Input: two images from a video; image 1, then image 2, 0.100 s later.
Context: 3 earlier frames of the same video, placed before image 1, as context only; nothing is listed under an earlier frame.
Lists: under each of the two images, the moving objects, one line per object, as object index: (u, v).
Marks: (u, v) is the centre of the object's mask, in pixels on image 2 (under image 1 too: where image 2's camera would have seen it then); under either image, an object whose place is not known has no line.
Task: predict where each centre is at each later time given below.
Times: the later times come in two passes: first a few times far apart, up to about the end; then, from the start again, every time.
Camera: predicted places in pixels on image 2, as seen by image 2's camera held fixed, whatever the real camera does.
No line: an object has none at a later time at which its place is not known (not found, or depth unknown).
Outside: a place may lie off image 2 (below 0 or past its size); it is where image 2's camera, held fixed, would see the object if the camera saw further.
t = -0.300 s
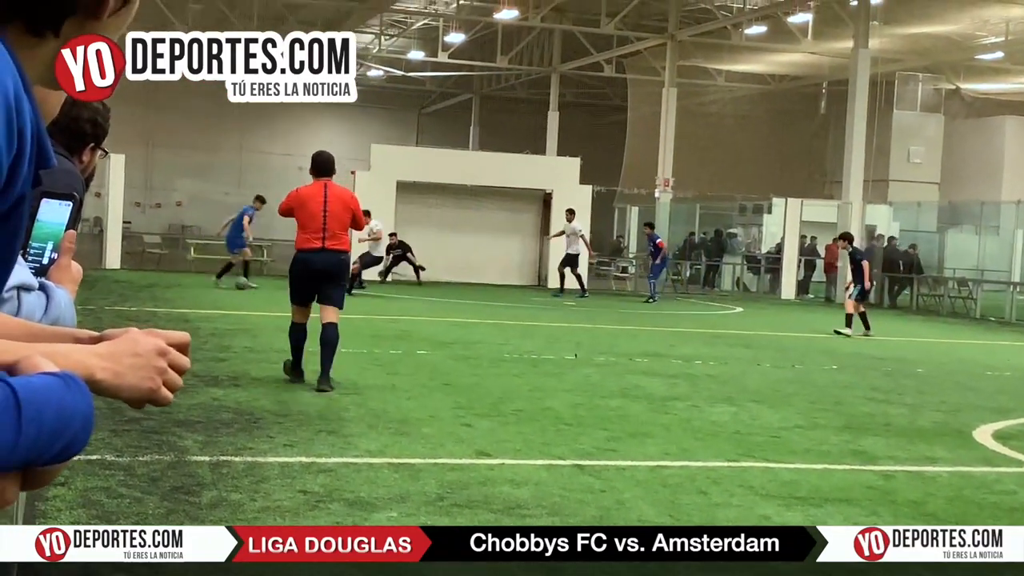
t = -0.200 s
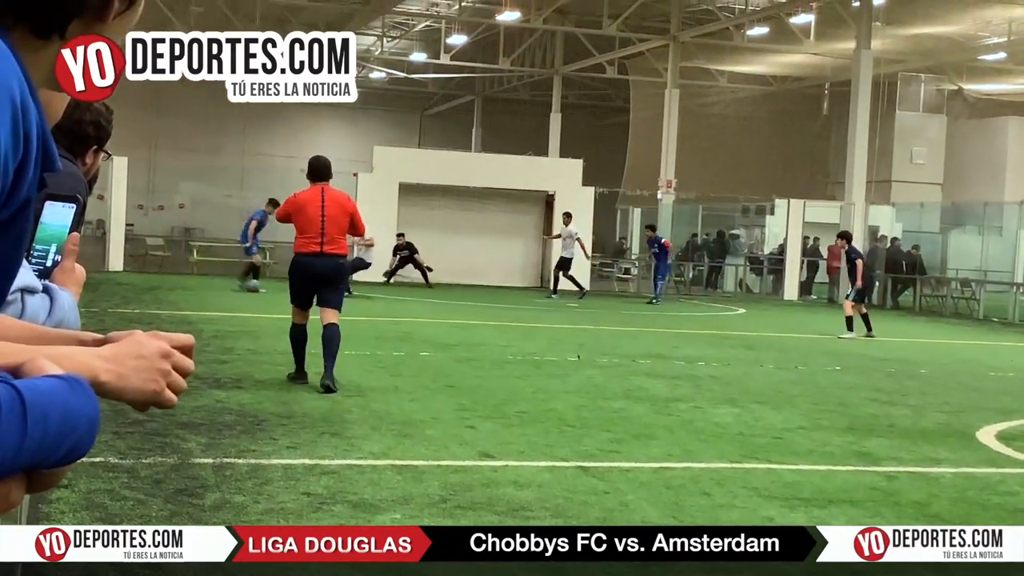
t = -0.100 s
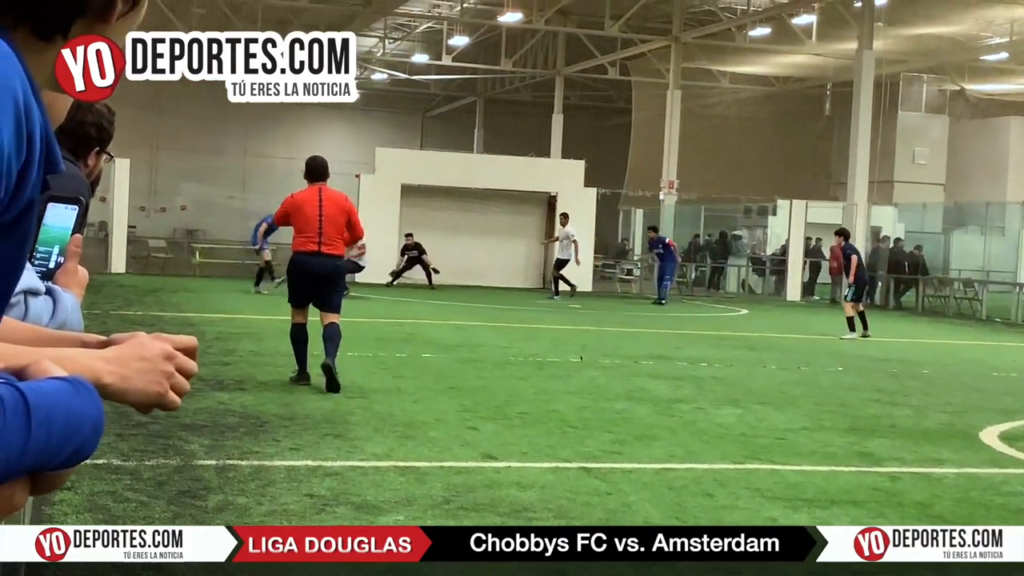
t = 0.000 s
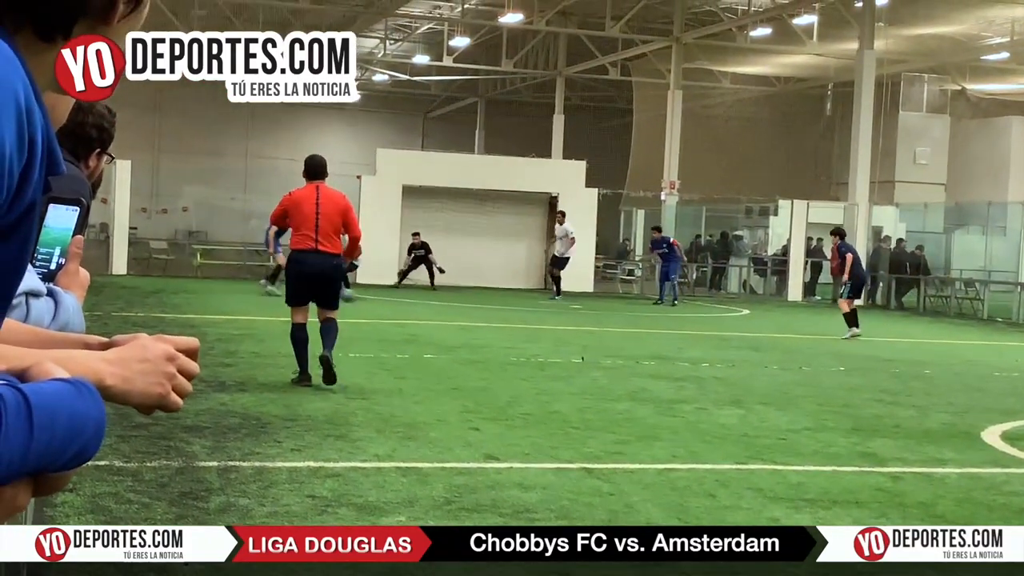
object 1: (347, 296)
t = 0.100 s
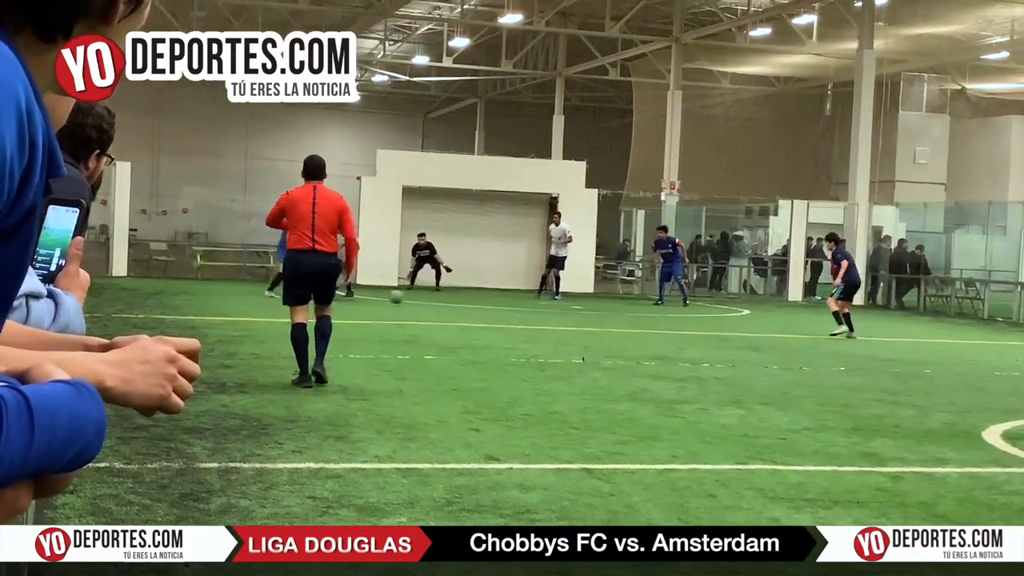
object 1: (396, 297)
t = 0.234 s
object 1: (454, 305)
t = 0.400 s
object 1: (511, 307)
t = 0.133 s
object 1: (410, 298)
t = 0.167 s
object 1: (425, 300)
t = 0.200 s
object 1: (439, 302)
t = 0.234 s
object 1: (454, 305)
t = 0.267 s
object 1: (464, 305)
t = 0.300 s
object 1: (476, 304)
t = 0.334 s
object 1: (488, 305)
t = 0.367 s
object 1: (499, 306)
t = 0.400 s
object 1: (511, 307)
